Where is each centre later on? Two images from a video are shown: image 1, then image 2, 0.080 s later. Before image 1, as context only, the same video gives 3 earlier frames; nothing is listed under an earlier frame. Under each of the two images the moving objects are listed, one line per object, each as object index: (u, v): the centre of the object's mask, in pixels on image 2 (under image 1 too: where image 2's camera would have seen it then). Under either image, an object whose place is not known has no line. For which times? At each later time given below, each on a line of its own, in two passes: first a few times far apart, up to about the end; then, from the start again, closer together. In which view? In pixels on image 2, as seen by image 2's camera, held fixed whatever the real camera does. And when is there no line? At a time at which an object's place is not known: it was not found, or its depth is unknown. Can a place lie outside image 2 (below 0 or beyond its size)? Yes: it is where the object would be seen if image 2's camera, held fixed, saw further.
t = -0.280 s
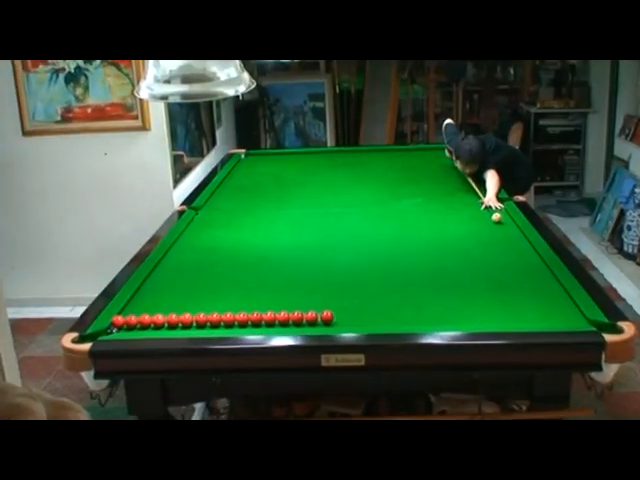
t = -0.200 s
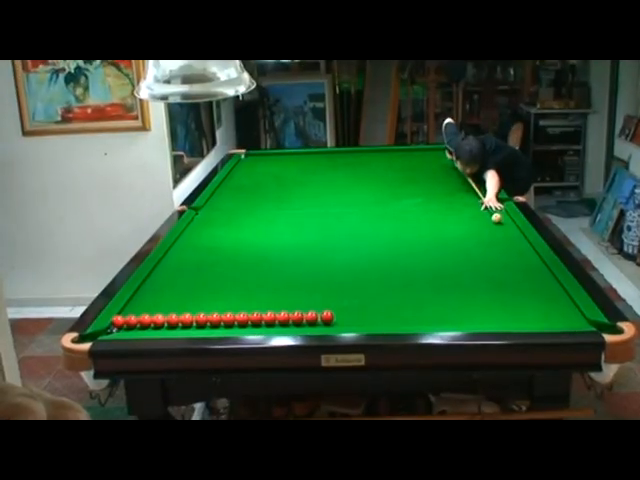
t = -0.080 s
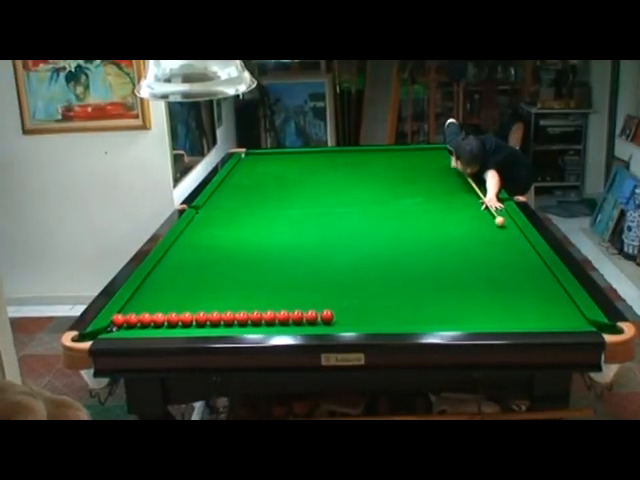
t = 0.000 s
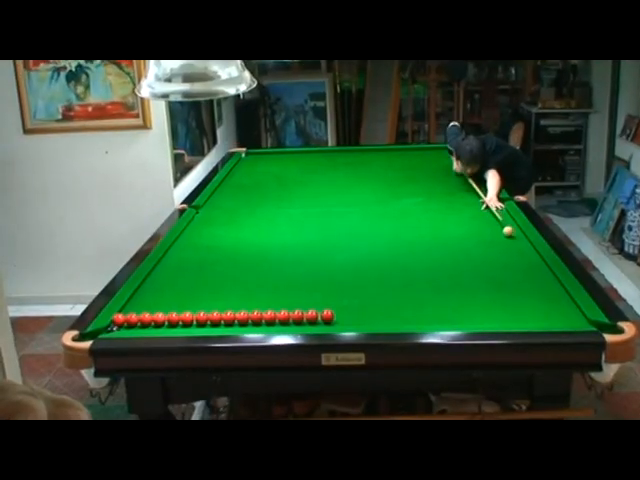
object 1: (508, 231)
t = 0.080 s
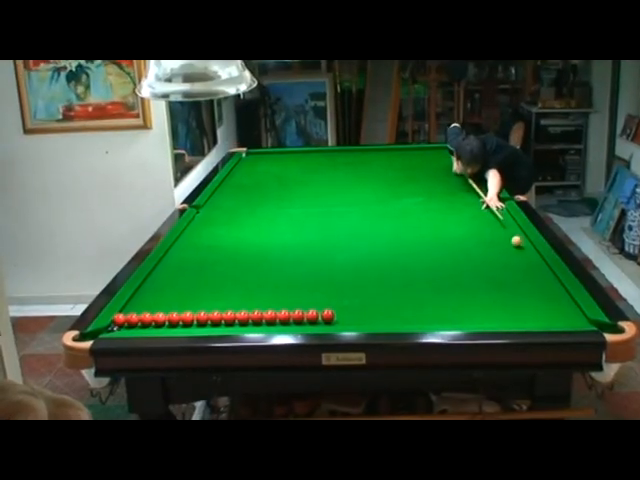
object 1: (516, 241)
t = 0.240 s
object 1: (535, 265)
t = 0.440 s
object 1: (564, 302)
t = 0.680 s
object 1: (543, 319)
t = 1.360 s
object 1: (340, 320)
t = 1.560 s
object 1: (288, 320)
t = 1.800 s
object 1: (227, 321)
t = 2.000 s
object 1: (178, 322)
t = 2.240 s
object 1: (121, 324)
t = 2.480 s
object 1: (132, 323)
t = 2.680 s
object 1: (142, 324)
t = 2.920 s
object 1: (153, 324)
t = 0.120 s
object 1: (521, 247)
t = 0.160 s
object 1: (525, 253)
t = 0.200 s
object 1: (530, 259)
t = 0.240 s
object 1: (535, 265)
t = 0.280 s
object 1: (540, 272)
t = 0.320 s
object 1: (545, 278)
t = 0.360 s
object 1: (551, 286)
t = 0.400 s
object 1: (558, 293)
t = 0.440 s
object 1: (564, 302)
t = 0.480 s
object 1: (571, 310)
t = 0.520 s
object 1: (577, 318)
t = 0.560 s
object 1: (586, 319)
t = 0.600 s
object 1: (575, 318)
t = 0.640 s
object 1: (558, 318)
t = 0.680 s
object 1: (543, 319)
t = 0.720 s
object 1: (527, 321)
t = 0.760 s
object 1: (514, 321)
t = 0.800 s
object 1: (501, 321)
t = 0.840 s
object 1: (489, 321)
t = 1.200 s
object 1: (384, 320)
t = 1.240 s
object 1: (373, 320)
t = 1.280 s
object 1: (361, 320)
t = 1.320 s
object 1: (351, 320)
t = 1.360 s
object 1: (340, 320)
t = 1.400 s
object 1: (329, 319)
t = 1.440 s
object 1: (319, 320)
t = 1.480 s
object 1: (309, 320)
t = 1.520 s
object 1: (298, 320)
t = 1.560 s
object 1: (288, 320)
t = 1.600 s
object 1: (278, 321)
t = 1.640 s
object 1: (268, 320)
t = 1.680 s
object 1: (257, 321)
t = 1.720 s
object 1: (247, 321)
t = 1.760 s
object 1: (237, 321)
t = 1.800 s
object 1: (227, 321)
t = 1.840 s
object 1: (217, 321)
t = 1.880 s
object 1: (207, 321)
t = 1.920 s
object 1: (198, 322)
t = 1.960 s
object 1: (188, 322)
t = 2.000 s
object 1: (178, 322)
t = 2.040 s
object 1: (168, 322)
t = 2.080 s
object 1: (159, 323)
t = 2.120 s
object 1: (150, 323)
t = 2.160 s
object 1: (140, 323)
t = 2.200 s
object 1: (131, 324)
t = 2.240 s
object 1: (121, 324)
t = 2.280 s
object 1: (117, 324)
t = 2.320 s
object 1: (122, 324)
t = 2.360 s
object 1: (125, 323)
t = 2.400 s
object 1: (128, 323)
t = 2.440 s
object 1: (130, 323)
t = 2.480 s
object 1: (132, 323)
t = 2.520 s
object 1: (134, 323)
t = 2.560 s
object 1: (136, 323)
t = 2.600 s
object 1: (138, 324)
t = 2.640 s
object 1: (140, 324)
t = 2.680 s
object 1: (142, 324)
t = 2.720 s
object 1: (145, 324)
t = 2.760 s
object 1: (146, 324)
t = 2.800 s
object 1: (148, 324)
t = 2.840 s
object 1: (149, 324)
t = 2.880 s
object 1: (151, 324)
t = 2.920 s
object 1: (153, 324)
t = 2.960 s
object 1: (155, 324)
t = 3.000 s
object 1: (156, 325)
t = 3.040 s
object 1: (158, 325)
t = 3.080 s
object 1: (159, 325)
